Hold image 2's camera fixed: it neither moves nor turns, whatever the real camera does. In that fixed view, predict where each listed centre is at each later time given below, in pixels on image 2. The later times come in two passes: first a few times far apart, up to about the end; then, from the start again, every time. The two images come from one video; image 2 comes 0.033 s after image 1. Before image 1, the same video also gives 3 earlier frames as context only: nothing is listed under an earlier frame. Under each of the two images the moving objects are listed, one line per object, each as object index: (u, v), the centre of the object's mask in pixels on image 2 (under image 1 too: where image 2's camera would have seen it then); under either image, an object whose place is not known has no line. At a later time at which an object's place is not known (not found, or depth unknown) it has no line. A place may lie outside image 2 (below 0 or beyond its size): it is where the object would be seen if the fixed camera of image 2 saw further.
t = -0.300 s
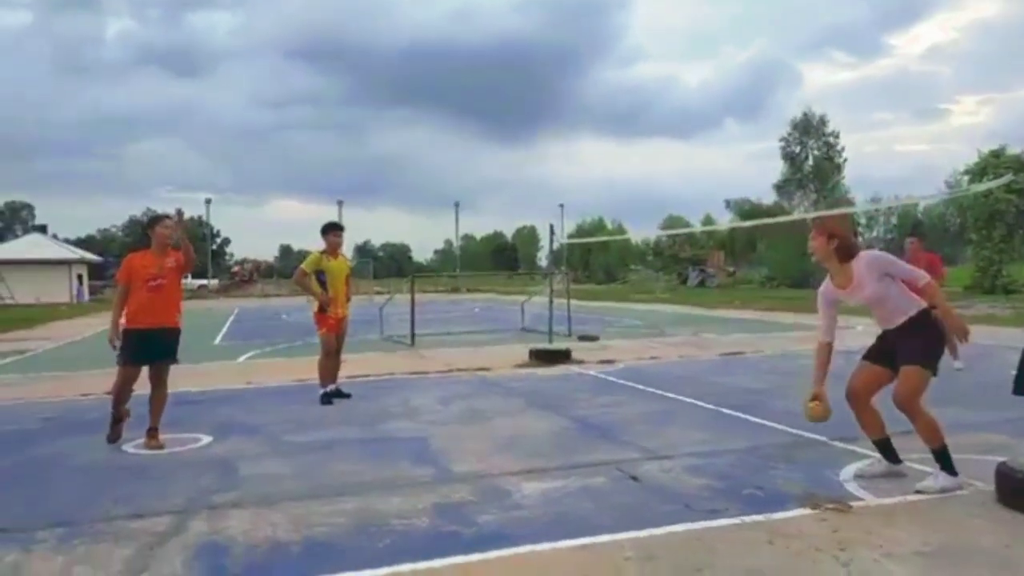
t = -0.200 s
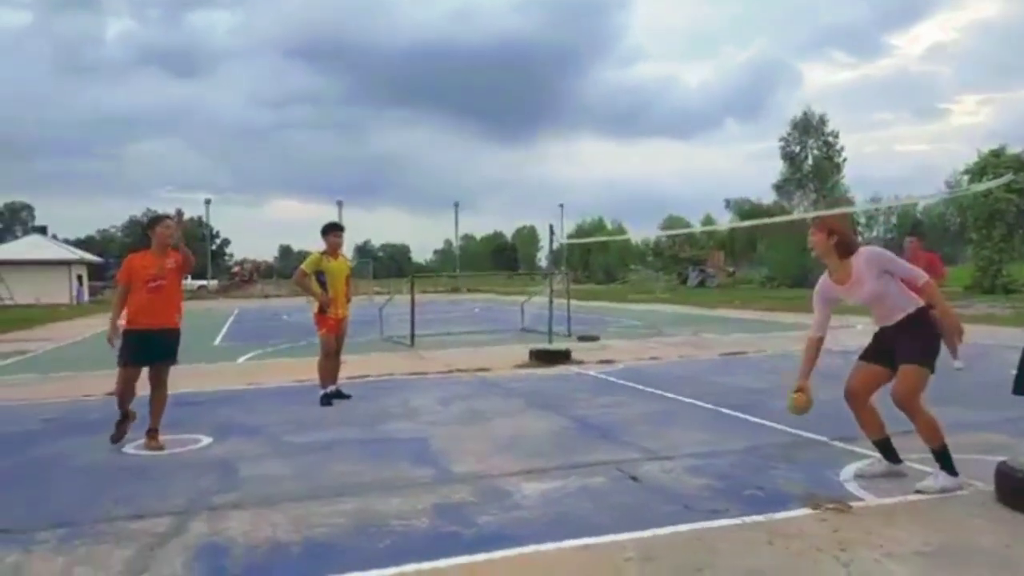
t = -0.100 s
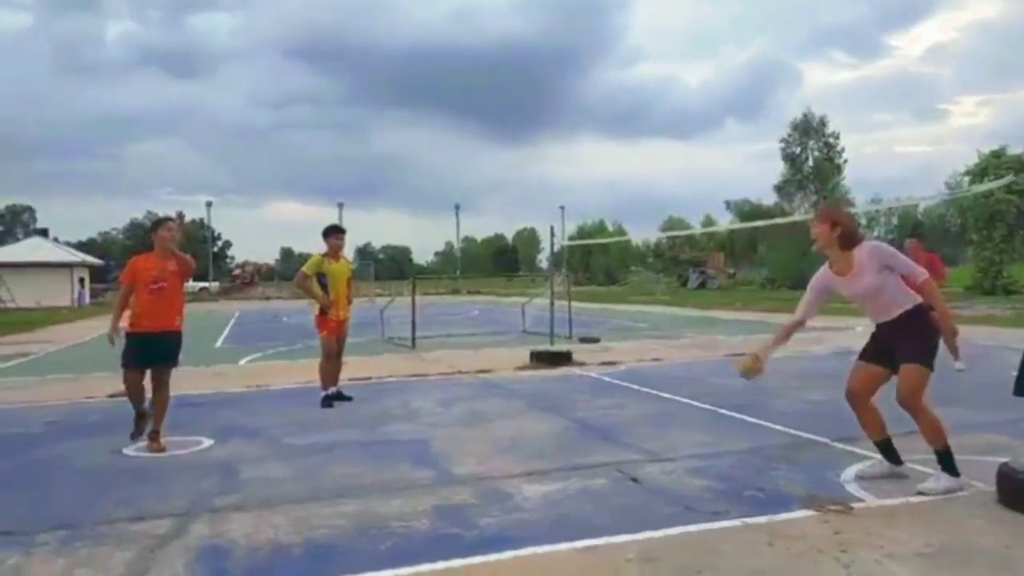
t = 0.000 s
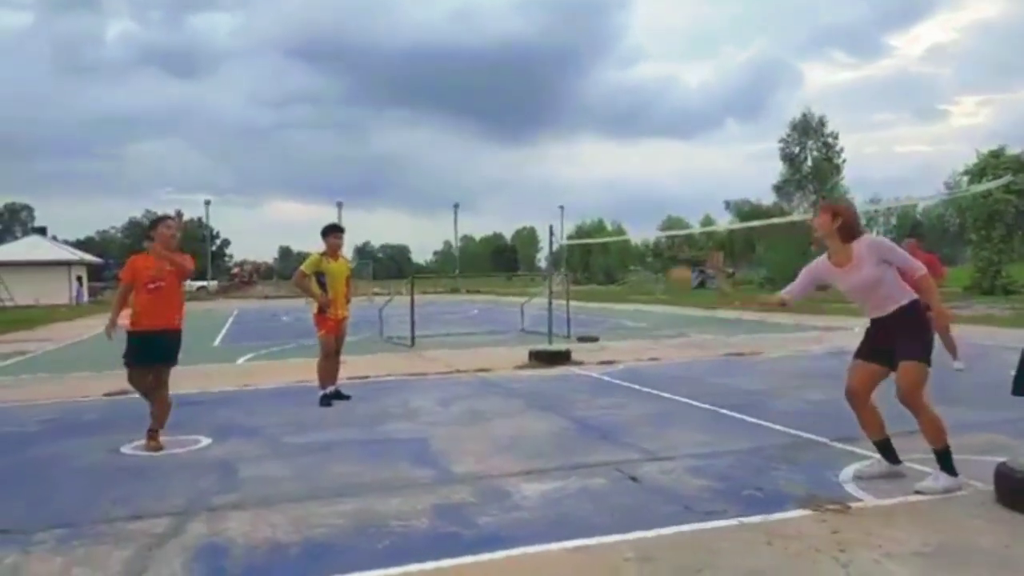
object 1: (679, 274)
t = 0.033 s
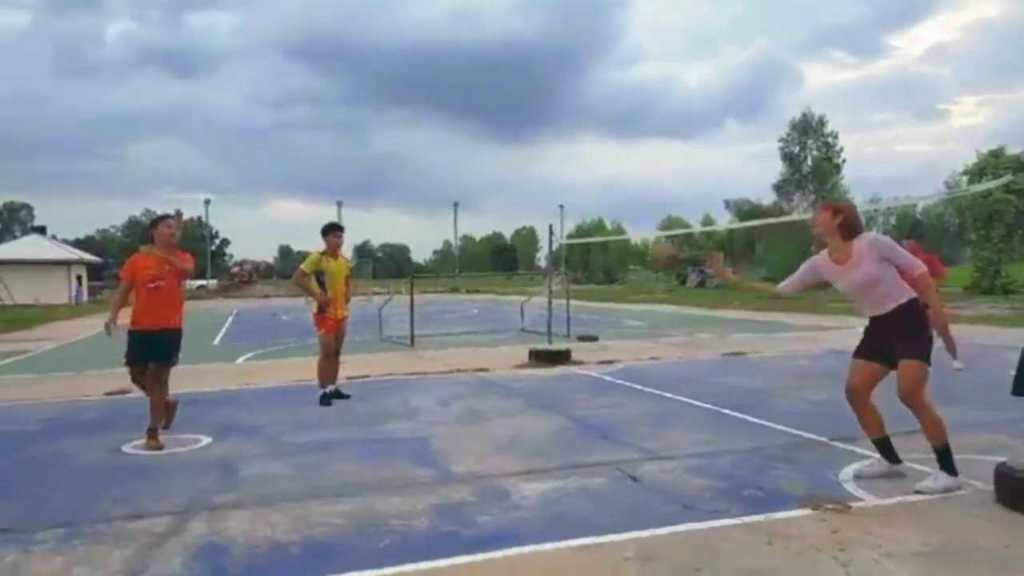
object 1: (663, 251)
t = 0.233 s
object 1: (546, 114)
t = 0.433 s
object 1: (435, 48)
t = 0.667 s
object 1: (317, 53)
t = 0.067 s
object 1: (640, 223)
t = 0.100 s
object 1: (622, 197)
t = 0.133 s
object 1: (602, 173)
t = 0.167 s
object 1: (583, 151)
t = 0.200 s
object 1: (564, 132)
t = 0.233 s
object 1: (546, 114)
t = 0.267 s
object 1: (527, 98)
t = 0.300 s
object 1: (509, 85)
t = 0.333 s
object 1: (491, 73)
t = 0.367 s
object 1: (472, 62)
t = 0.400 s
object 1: (453, 55)
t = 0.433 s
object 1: (435, 48)
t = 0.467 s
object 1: (418, 43)
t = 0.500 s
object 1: (399, 40)
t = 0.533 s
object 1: (382, 40)
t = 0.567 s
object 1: (365, 40)
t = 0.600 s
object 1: (349, 43)
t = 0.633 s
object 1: (333, 47)
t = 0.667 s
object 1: (317, 53)
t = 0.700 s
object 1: (300, 62)
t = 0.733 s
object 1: (283, 71)
